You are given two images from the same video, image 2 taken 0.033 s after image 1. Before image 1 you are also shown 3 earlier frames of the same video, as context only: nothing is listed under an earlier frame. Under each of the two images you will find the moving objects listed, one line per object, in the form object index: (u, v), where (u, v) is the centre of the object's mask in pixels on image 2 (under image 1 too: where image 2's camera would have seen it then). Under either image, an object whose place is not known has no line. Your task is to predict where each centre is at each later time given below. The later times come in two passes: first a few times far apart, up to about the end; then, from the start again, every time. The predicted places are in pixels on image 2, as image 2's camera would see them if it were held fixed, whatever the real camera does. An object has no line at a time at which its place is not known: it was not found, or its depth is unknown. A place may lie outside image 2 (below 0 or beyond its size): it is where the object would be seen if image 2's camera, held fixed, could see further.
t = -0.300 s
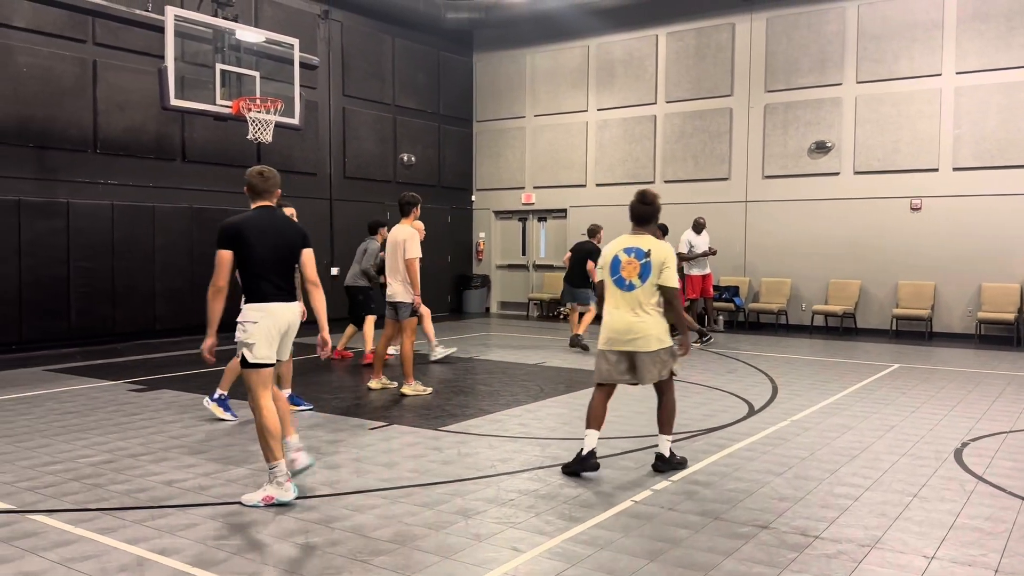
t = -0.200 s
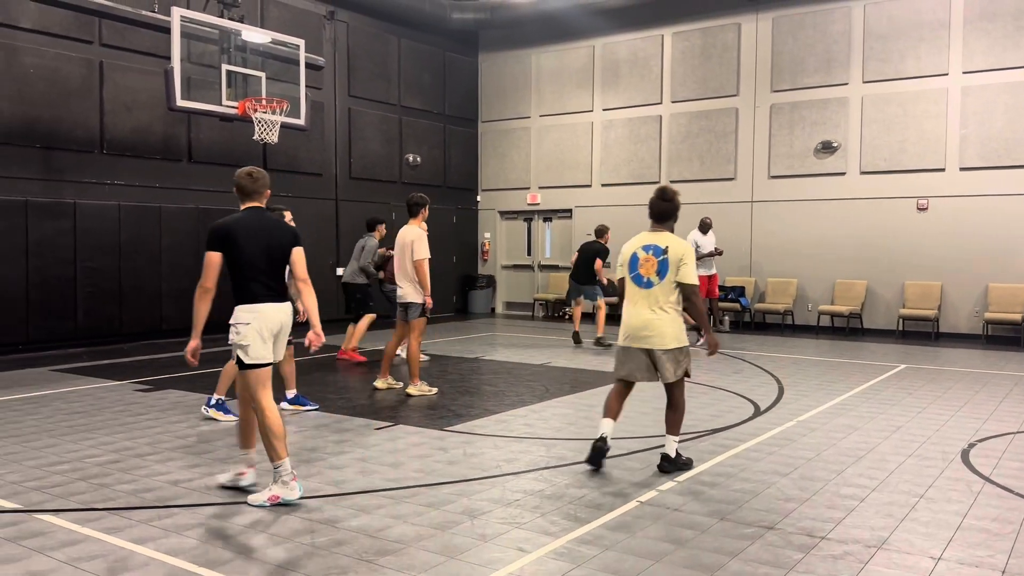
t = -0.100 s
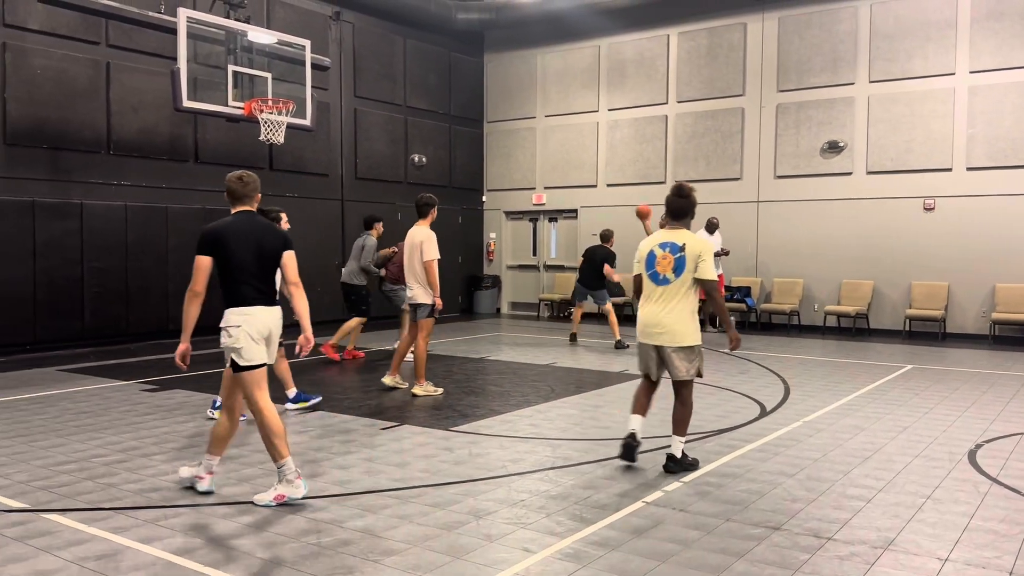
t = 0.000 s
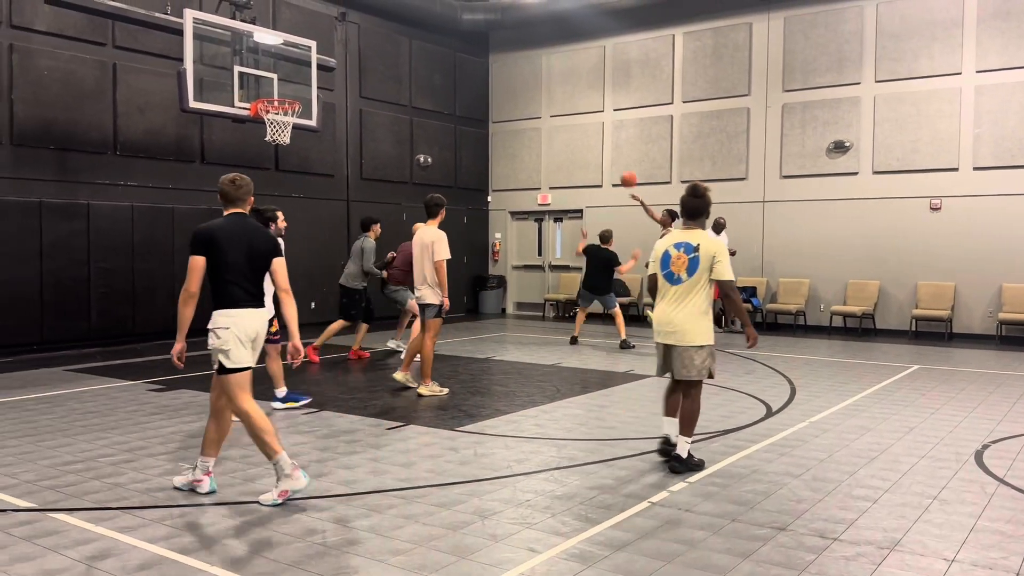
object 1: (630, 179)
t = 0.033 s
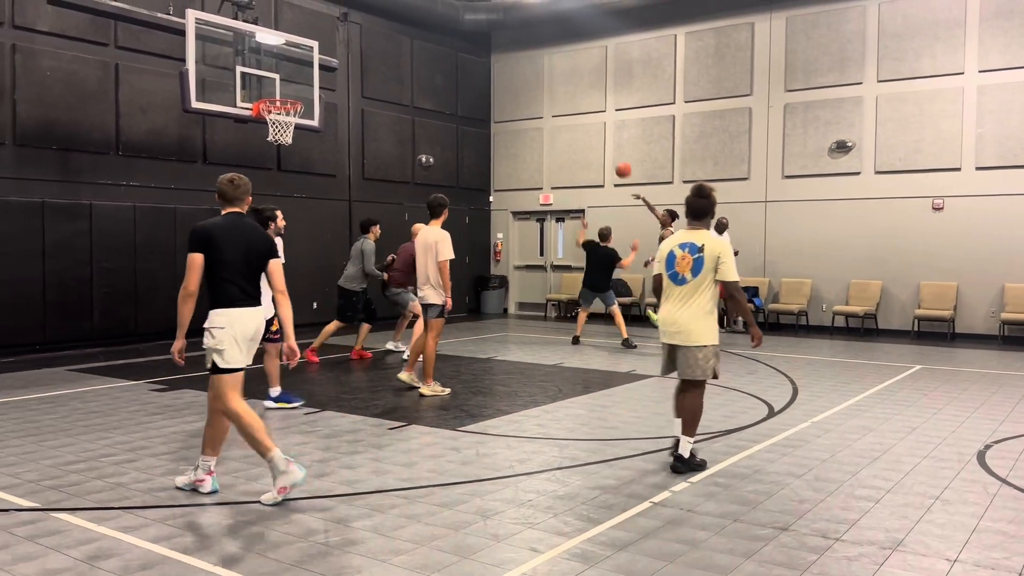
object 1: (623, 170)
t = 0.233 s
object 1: (580, 126)
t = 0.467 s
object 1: (526, 106)
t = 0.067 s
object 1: (617, 161)
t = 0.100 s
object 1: (609, 152)
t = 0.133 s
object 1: (602, 145)
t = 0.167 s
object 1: (594, 138)
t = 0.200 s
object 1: (587, 131)
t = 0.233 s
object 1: (580, 126)
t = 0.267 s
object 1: (573, 121)
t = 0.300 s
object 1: (565, 116)
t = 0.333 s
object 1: (557, 113)
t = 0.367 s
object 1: (550, 110)
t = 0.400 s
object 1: (542, 108)
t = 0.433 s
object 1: (534, 107)
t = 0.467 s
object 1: (526, 106)
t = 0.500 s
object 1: (518, 107)
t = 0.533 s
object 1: (510, 108)
